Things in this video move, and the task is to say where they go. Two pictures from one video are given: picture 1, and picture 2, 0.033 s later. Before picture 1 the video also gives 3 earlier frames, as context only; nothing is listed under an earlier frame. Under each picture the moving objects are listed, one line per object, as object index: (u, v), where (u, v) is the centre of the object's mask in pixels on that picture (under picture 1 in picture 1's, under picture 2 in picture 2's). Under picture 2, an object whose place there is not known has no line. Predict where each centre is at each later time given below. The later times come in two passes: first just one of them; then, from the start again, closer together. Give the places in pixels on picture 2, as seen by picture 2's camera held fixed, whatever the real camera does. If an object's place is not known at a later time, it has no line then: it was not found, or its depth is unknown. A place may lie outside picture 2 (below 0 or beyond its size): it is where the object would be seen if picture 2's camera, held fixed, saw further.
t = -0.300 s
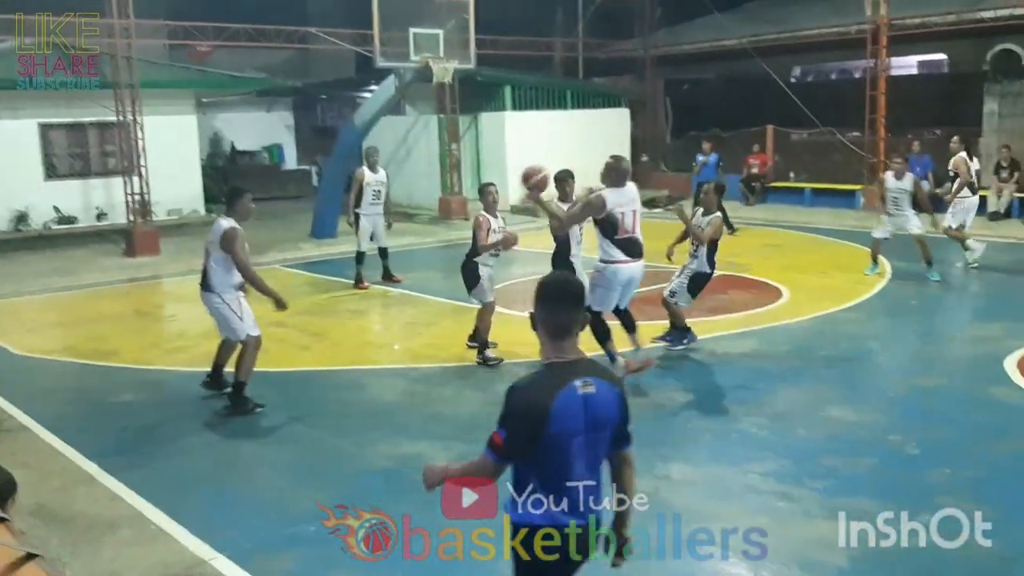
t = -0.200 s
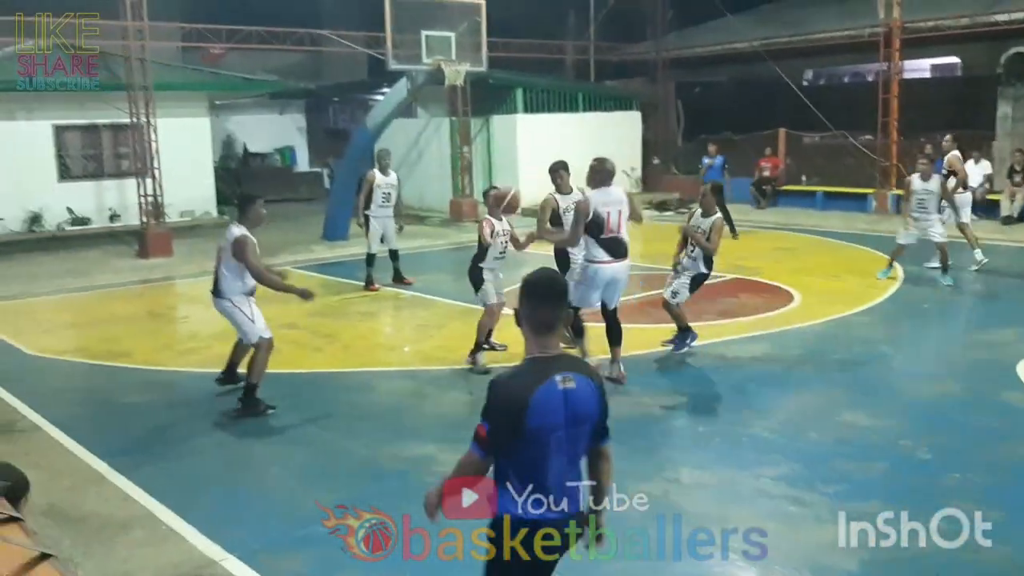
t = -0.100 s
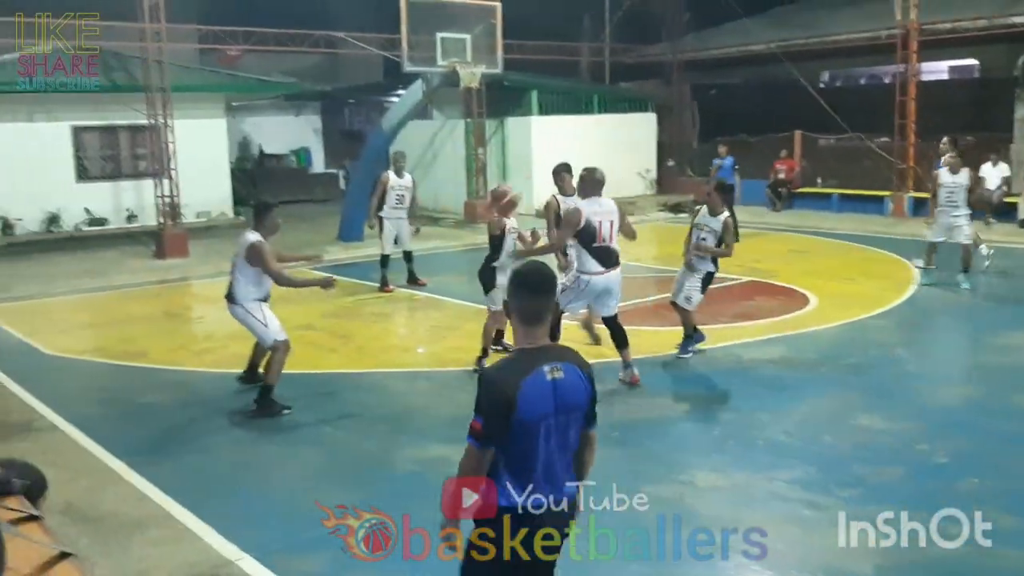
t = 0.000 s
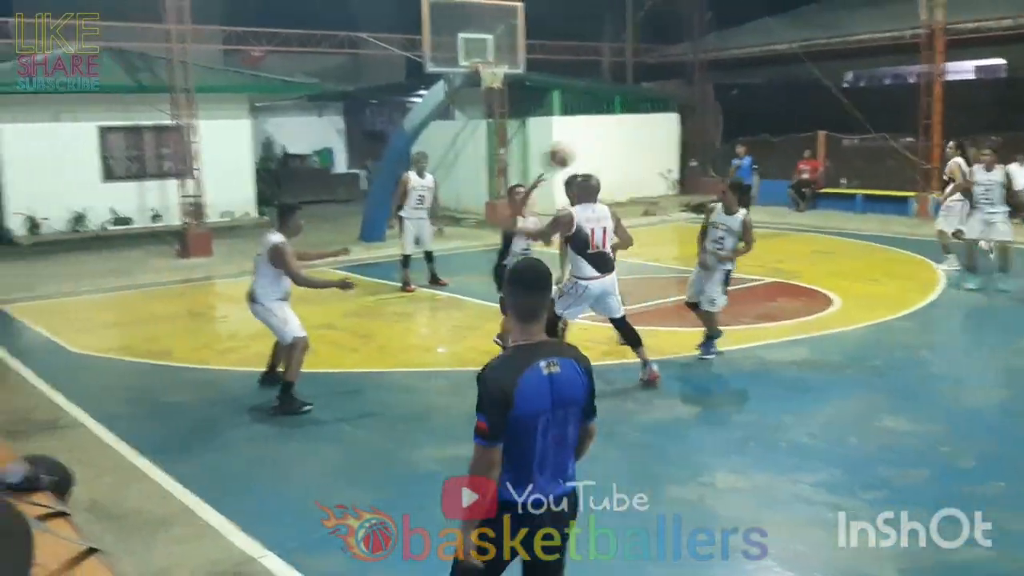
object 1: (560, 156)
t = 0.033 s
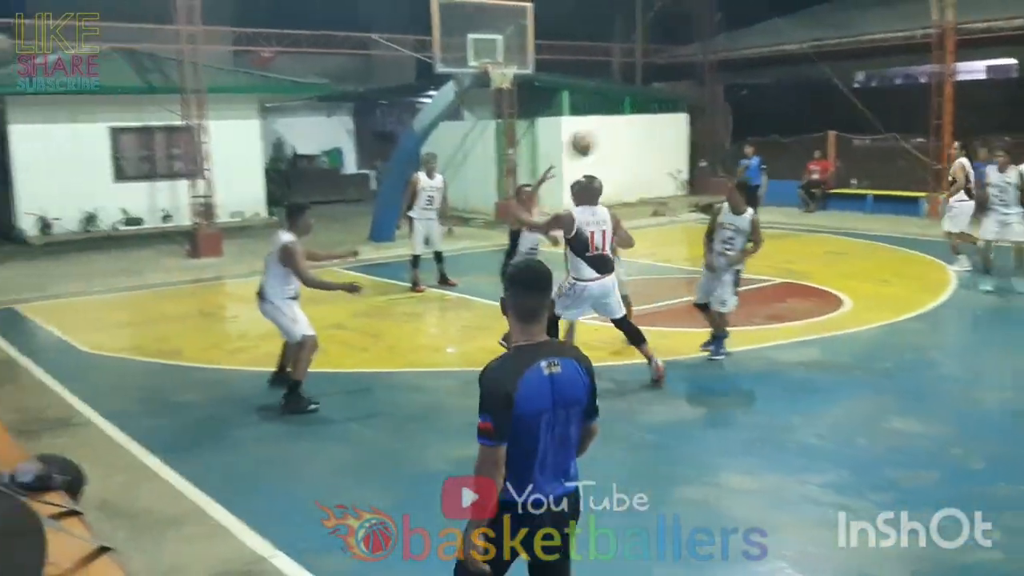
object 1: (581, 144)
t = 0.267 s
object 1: (662, 100)
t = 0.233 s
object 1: (650, 102)
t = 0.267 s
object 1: (662, 100)
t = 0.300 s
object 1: (672, 99)
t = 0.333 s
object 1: (683, 99)
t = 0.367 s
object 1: (692, 101)
